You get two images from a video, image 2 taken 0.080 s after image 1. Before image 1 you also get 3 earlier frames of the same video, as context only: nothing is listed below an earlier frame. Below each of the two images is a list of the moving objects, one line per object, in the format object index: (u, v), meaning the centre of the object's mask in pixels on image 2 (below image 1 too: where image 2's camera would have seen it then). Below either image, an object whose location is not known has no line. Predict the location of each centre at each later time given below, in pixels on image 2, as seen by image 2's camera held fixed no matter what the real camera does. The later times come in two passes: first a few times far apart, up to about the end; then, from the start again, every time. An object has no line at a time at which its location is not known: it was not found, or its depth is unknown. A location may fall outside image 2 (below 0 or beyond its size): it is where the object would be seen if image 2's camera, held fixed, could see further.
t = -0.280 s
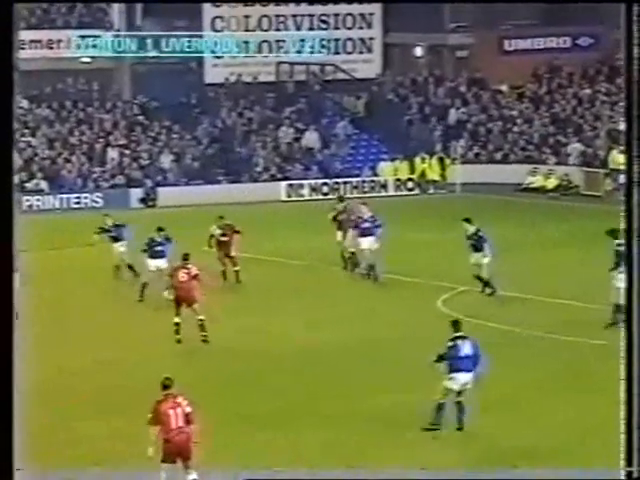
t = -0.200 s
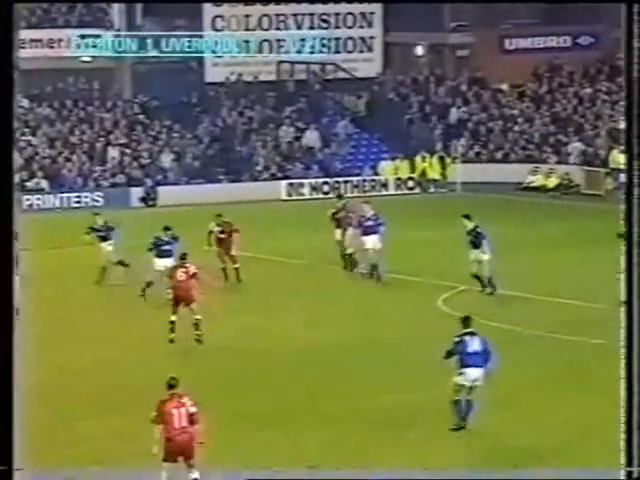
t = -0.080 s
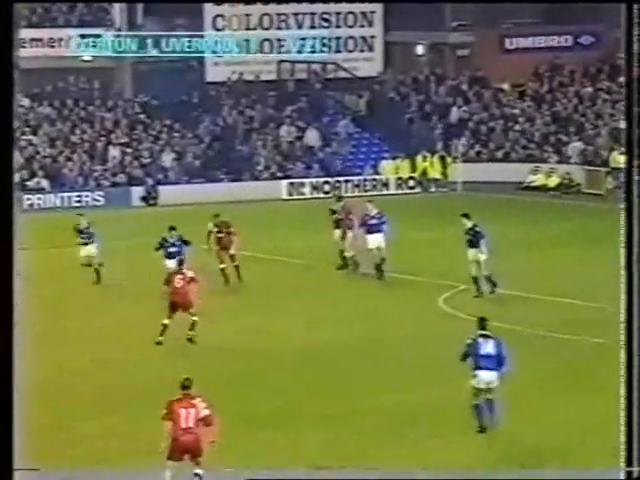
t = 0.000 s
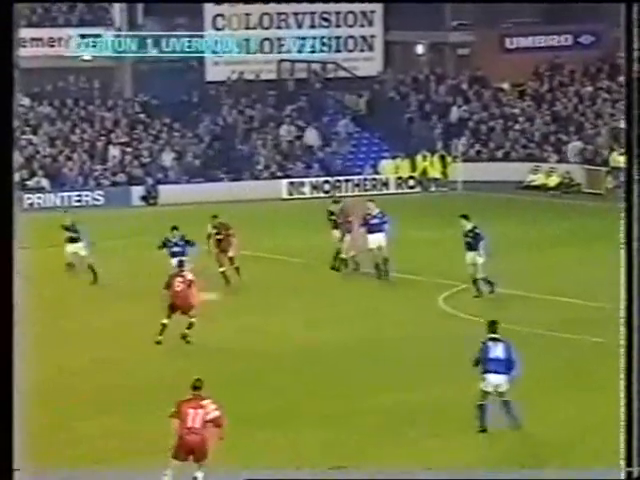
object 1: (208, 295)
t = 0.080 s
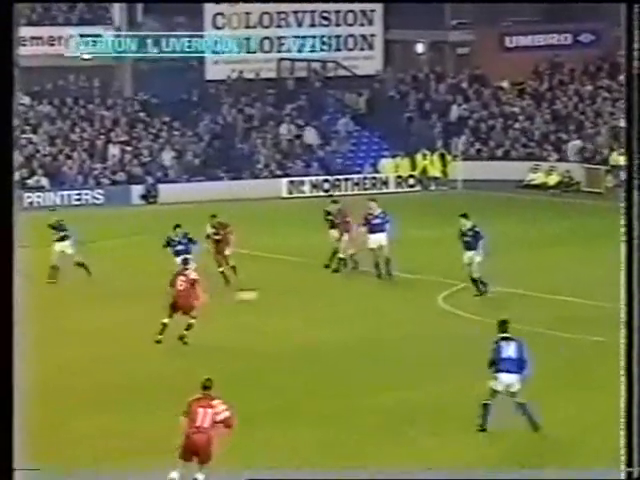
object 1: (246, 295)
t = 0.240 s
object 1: (331, 307)
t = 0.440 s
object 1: (430, 308)
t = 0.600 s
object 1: (514, 321)
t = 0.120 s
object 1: (266, 296)
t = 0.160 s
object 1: (289, 300)
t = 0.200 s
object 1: (310, 303)
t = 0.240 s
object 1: (331, 307)
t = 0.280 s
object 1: (351, 308)
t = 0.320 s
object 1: (370, 306)
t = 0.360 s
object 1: (391, 306)
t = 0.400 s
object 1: (412, 307)
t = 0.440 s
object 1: (430, 308)
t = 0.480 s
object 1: (451, 310)
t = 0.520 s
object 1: (472, 314)
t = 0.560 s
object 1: (494, 320)
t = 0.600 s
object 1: (514, 321)
